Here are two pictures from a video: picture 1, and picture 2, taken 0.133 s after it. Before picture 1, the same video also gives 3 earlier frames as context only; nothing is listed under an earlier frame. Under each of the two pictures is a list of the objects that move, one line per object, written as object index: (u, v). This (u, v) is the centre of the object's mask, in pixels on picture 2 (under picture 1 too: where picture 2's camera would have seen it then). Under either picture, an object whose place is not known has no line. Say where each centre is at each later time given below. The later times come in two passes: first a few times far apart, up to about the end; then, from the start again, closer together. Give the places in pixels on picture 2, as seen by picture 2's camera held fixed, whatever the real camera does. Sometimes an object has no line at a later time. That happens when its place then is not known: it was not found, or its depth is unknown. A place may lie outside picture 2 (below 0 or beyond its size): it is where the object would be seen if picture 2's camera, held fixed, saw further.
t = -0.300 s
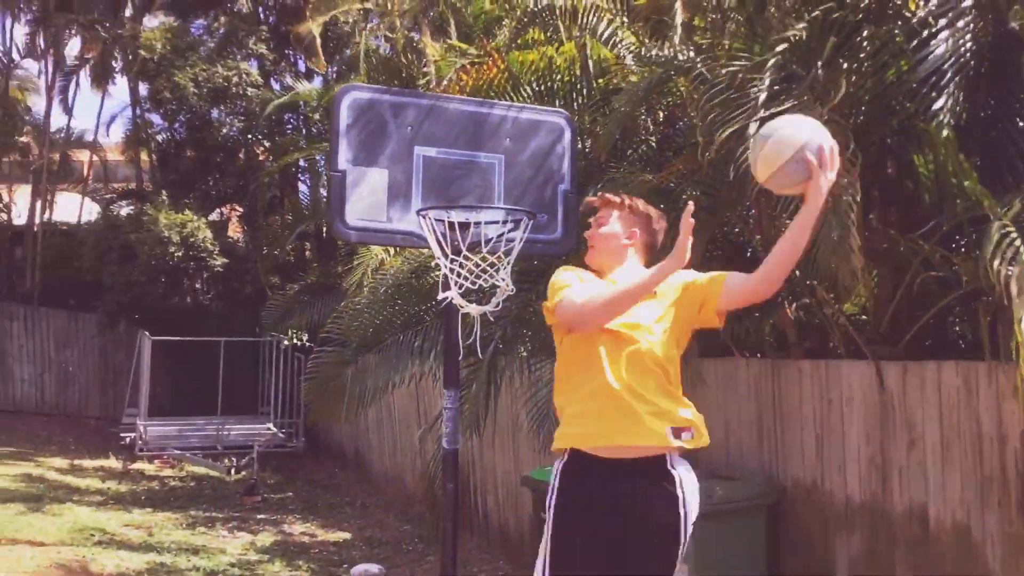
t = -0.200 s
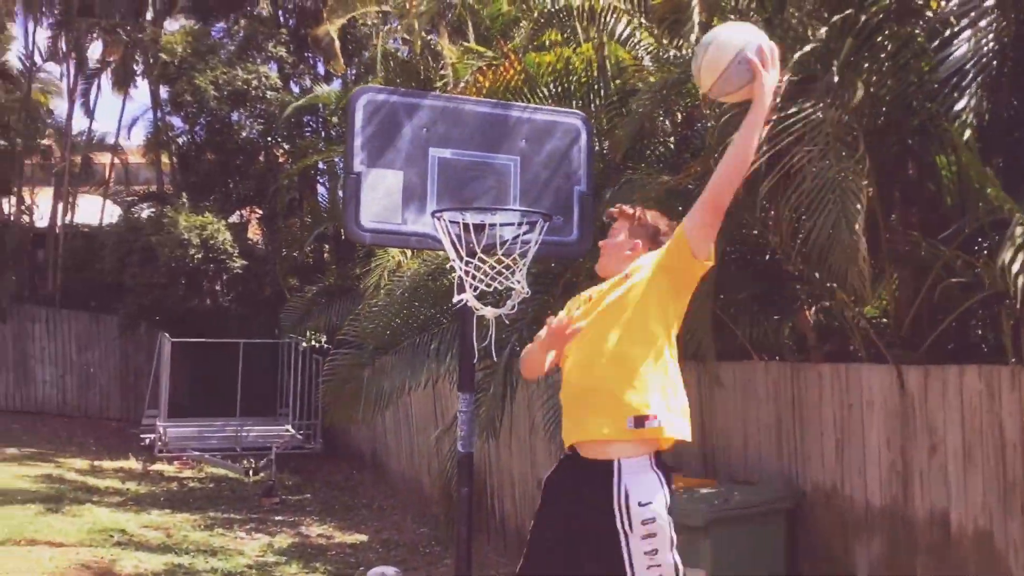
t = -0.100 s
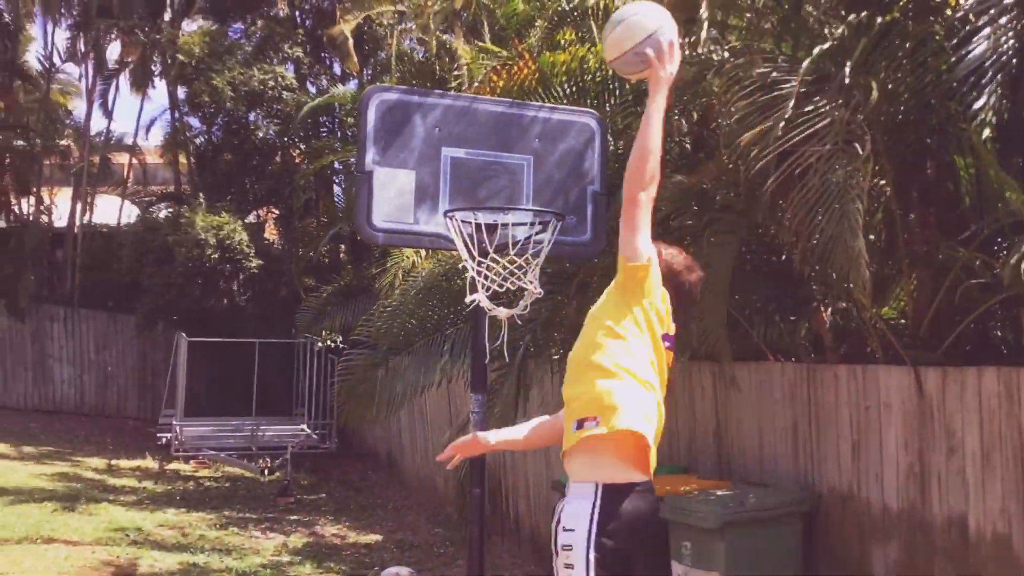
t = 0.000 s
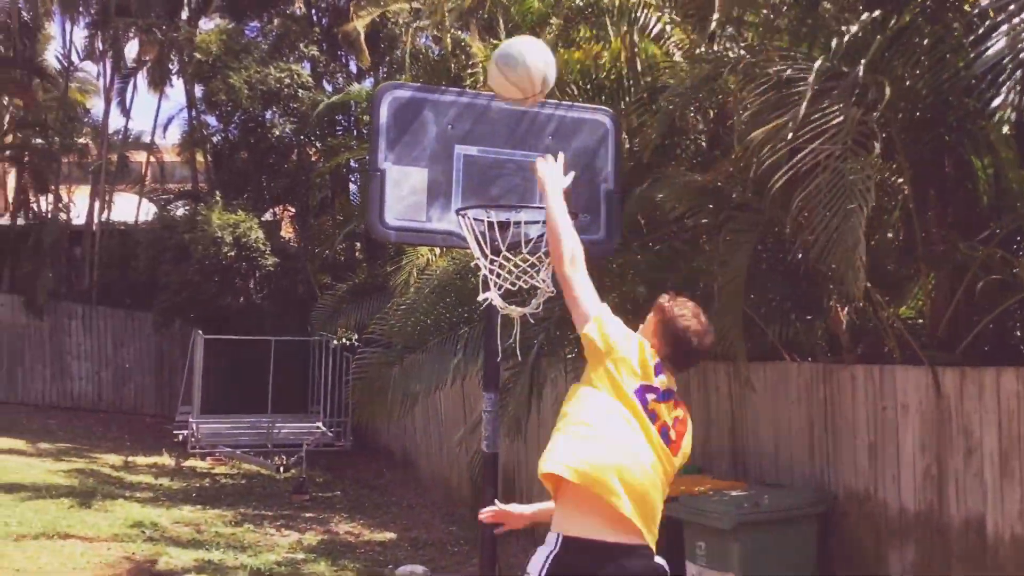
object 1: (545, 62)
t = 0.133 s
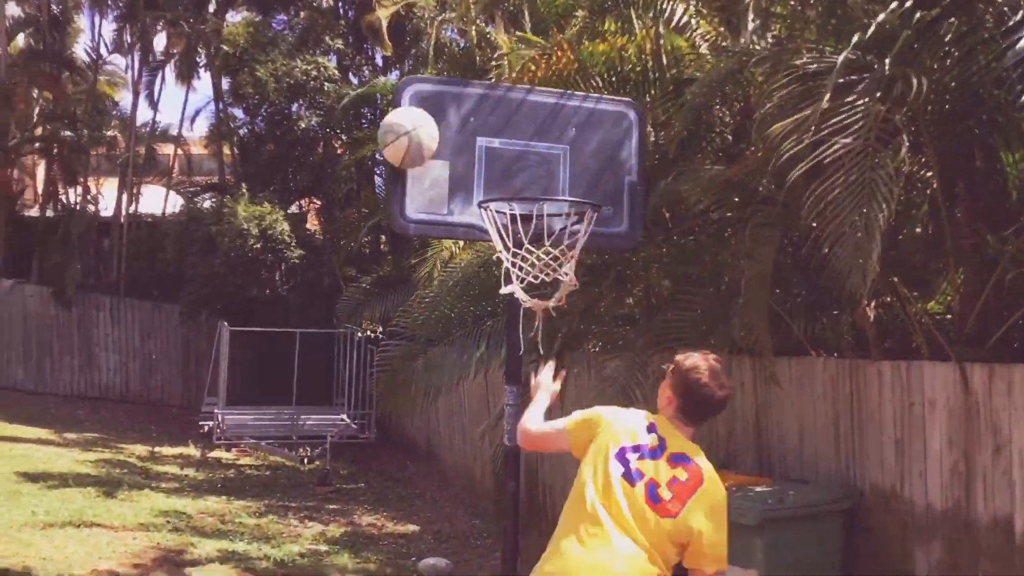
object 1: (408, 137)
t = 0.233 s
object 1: (359, 189)
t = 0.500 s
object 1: (225, 460)
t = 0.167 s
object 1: (391, 153)
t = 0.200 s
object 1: (375, 170)
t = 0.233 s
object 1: (359, 189)
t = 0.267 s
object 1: (341, 212)
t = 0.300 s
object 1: (325, 237)
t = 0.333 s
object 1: (308, 266)
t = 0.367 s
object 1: (291, 298)
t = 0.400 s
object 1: (274, 334)
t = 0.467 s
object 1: (241, 415)
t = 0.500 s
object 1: (225, 460)
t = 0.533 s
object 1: (208, 510)
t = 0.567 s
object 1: (193, 563)
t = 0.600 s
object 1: (176, 620)
